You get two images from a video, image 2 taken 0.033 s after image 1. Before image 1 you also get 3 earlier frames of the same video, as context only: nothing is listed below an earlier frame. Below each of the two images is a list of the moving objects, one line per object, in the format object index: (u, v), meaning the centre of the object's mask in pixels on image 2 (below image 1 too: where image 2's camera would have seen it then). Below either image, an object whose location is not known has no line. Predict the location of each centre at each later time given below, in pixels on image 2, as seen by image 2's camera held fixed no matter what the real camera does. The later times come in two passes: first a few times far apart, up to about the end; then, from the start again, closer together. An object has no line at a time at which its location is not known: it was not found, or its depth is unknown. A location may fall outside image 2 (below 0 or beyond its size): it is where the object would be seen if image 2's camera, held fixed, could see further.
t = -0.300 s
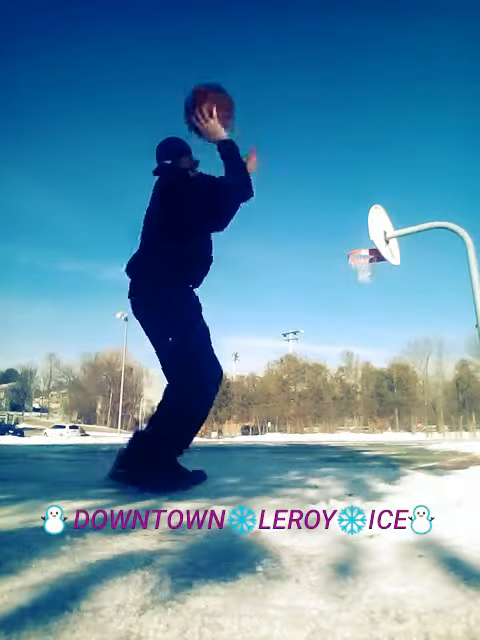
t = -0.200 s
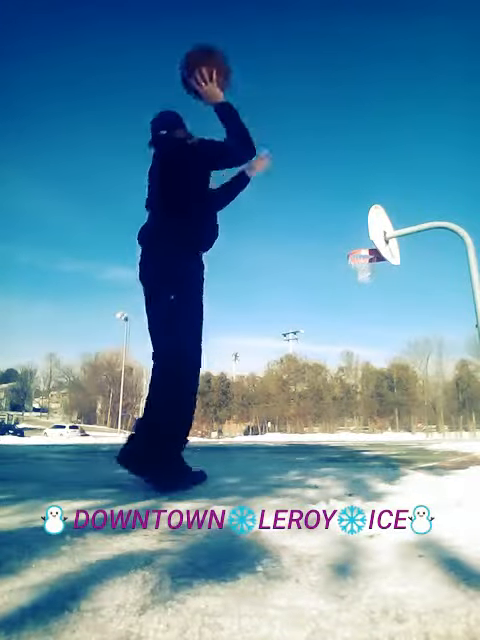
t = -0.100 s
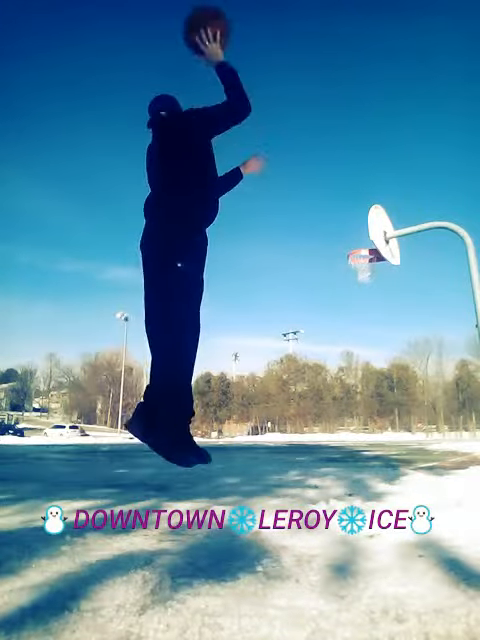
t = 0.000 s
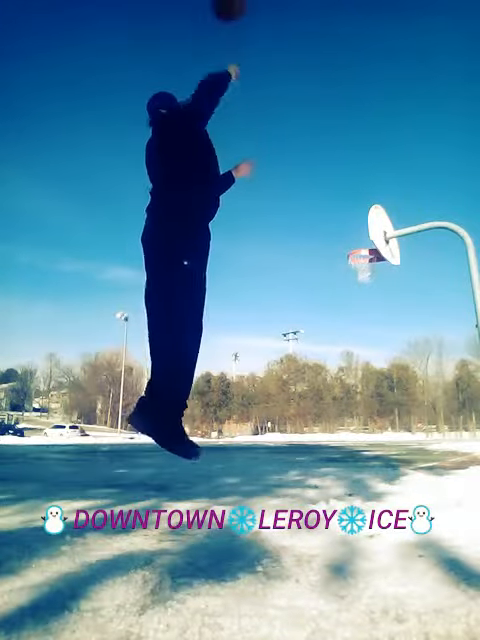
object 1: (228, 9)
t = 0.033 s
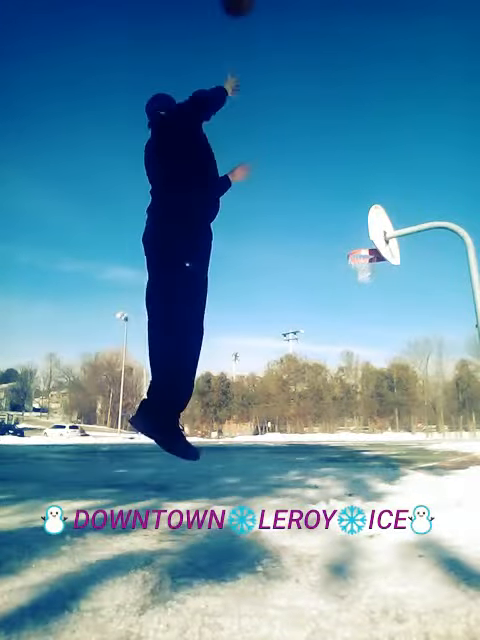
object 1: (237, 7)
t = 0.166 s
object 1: (263, 4)
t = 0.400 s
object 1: (290, 10)
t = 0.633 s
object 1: (311, 50)
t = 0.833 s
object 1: (327, 97)
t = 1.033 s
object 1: (342, 156)
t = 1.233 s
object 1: (357, 225)
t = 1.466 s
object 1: (372, 299)
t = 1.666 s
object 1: (383, 362)
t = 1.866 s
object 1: (397, 442)
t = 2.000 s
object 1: (398, 408)
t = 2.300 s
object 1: (401, 363)
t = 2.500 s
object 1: (404, 359)
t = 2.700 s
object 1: (410, 376)
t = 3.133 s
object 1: (417, 414)
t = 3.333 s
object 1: (414, 407)
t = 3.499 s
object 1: (407, 412)
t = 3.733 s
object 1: (405, 433)
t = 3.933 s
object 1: (401, 424)
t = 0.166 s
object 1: (263, 4)
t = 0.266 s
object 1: (274, 5)
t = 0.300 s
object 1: (277, 6)
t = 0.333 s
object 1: (283, 7)
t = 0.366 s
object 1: (287, 8)
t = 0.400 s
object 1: (290, 10)
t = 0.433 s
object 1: (294, 15)
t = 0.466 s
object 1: (297, 20)
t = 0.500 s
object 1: (300, 25)
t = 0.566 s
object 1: (306, 37)
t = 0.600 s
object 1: (308, 44)
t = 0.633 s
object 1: (311, 50)
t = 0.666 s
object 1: (314, 57)
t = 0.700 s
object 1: (316, 64)
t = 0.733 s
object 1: (319, 73)
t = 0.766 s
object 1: (322, 80)
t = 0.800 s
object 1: (325, 89)
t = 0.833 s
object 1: (327, 97)
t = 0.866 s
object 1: (329, 106)
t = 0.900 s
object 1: (331, 116)
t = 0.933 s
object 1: (334, 125)
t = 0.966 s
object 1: (336, 136)
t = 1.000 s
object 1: (338, 145)
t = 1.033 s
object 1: (342, 156)
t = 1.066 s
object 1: (344, 167)
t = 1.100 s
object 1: (345, 178)
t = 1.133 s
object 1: (348, 189)
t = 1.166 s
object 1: (351, 200)
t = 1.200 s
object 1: (353, 213)
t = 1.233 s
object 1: (357, 225)
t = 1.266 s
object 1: (359, 238)
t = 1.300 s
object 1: (360, 249)
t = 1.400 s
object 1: (367, 282)
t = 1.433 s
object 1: (369, 291)
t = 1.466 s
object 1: (372, 299)
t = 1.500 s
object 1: (374, 308)
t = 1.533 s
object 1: (375, 318)
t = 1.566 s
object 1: (377, 329)
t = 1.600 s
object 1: (378, 339)
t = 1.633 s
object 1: (381, 350)
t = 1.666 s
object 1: (383, 362)
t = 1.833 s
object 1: (394, 426)
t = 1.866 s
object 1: (397, 442)
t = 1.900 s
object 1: (397, 435)
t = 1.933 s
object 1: (396, 424)
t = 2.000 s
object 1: (398, 408)
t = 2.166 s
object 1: (399, 376)
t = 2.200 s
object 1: (399, 370)
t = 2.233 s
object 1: (399, 370)
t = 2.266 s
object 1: (400, 368)
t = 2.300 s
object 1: (401, 363)
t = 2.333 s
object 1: (401, 363)
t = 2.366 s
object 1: (402, 360)
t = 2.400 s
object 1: (402, 360)
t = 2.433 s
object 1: (402, 359)
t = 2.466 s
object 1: (402, 359)
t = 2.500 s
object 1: (404, 359)
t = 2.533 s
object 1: (405, 361)
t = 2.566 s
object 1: (406, 363)
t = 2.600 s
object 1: (407, 365)
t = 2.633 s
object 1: (408, 368)
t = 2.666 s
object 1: (409, 372)
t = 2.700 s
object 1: (410, 376)
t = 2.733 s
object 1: (412, 382)
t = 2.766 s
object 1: (414, 383)
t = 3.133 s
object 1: (417, 414)
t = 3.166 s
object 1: (416, 411)
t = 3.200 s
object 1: (414, 409)
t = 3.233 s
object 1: (414, 408)
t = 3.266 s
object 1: (414, 407)
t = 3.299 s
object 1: (413, 407)
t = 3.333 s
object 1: (414, 407)
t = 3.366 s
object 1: (414, 407)
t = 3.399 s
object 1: (410, 407)
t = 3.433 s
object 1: (409, 409)
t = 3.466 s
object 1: (408, 411)
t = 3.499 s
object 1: (407, 412)
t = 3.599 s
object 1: (407, 428)
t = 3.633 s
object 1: (406, 434)
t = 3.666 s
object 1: (405, 440)
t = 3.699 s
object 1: (405, 439)
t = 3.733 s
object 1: (405, 433)
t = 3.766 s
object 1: (404, 431)
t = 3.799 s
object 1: (404, 425)
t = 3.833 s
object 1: (404, 425)
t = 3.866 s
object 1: (401, 424)
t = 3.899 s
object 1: (401, 424)
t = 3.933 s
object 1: (401, 424)
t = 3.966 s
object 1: (401, 424)
